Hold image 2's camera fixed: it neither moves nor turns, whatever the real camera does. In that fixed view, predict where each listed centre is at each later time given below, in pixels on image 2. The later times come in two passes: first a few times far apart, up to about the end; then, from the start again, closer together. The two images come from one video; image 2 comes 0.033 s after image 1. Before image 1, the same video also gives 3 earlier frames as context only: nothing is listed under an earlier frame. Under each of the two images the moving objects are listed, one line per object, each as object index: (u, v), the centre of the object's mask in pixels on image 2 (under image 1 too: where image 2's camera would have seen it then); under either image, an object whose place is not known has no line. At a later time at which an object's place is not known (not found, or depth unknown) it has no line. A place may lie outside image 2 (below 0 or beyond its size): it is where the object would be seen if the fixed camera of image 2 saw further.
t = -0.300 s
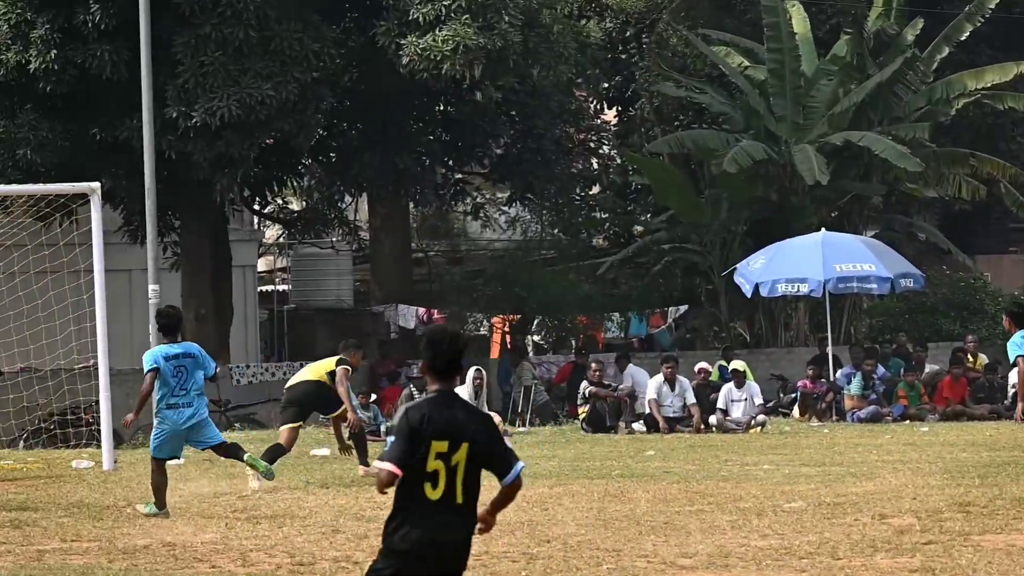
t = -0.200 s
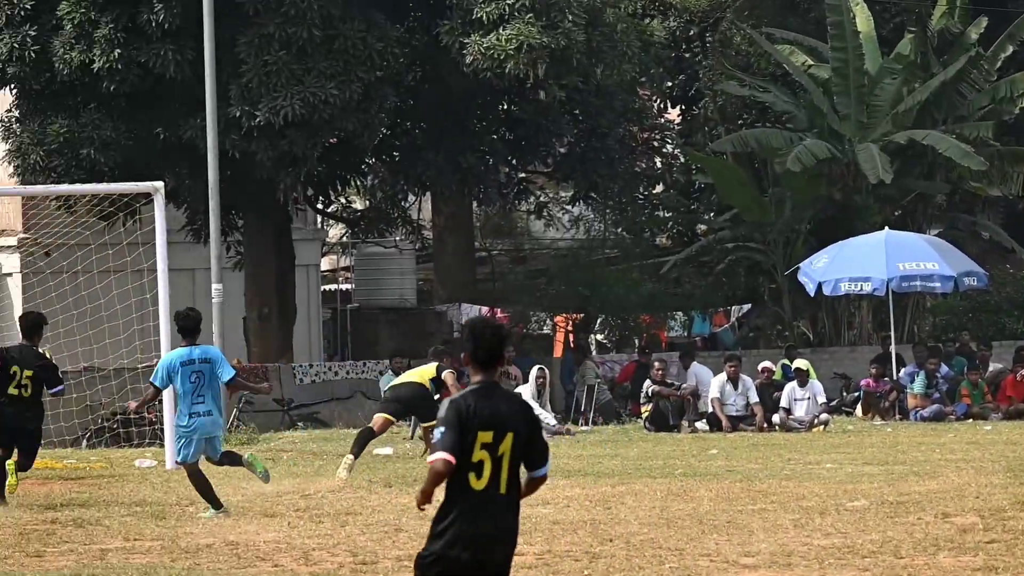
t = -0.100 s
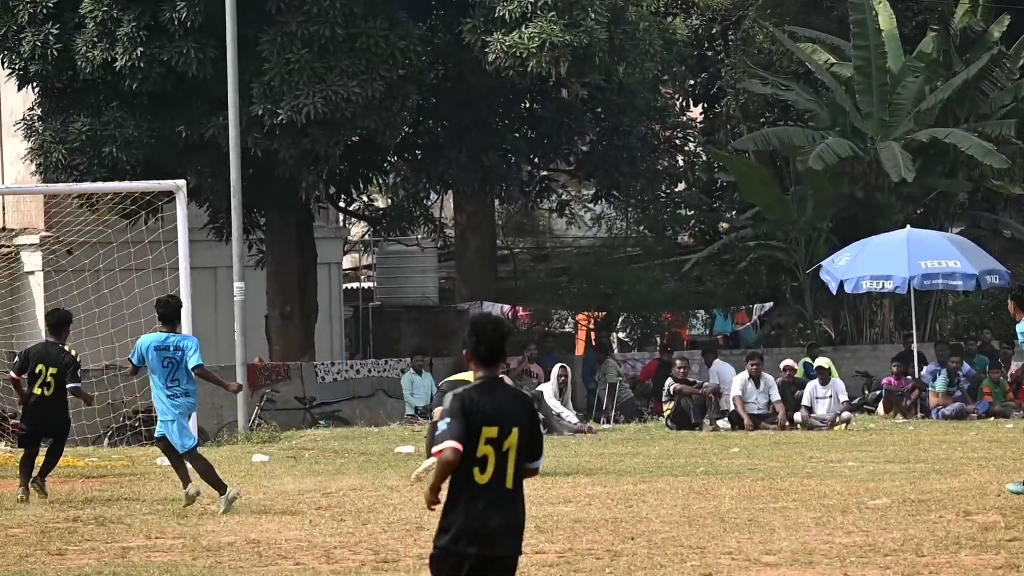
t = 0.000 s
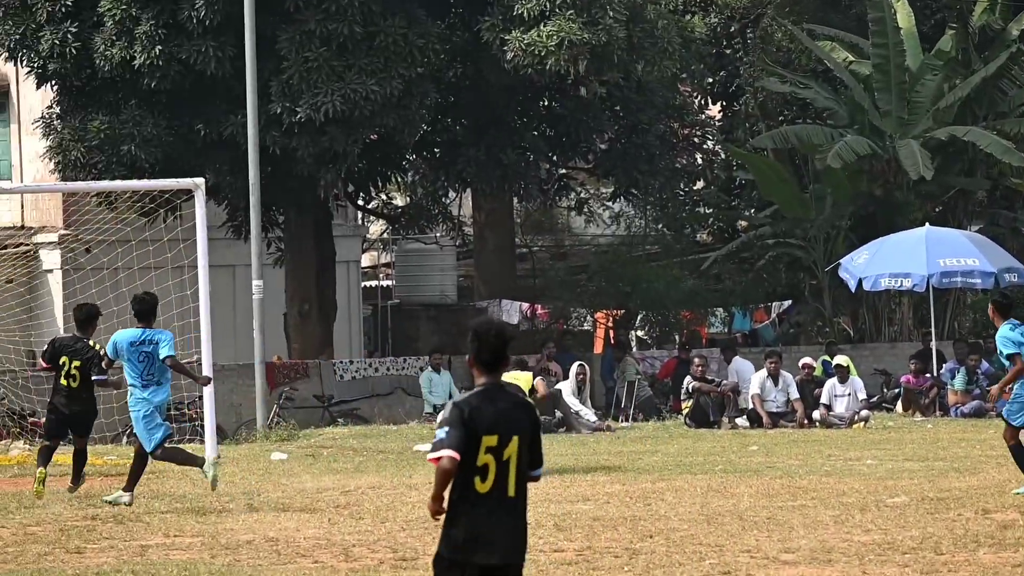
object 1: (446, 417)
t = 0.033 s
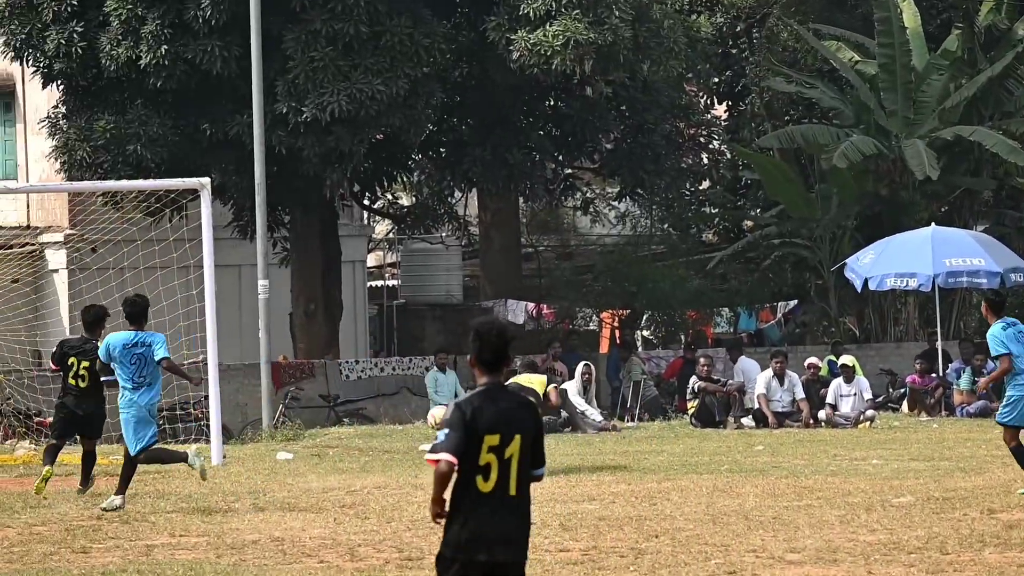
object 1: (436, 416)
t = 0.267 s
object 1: (343, 433)
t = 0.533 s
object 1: (237, 441)
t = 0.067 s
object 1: (426, 416)
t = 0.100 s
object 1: (411, 415)
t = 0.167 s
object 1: (384, 418)
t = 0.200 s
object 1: (369, 422)
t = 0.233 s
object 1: (357, 427)
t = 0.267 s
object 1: (343, 433)
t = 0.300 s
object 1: (330, 441)
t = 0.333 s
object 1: (317, 449)
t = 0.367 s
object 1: (303, 448)
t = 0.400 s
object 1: (289, 445)
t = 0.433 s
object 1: (277, 442)
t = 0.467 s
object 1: (263, 440)
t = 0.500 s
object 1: (251, 440)
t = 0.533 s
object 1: (237, 441)
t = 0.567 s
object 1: (230, 443)
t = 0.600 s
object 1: (207, 446)
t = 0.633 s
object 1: (199, 438)
